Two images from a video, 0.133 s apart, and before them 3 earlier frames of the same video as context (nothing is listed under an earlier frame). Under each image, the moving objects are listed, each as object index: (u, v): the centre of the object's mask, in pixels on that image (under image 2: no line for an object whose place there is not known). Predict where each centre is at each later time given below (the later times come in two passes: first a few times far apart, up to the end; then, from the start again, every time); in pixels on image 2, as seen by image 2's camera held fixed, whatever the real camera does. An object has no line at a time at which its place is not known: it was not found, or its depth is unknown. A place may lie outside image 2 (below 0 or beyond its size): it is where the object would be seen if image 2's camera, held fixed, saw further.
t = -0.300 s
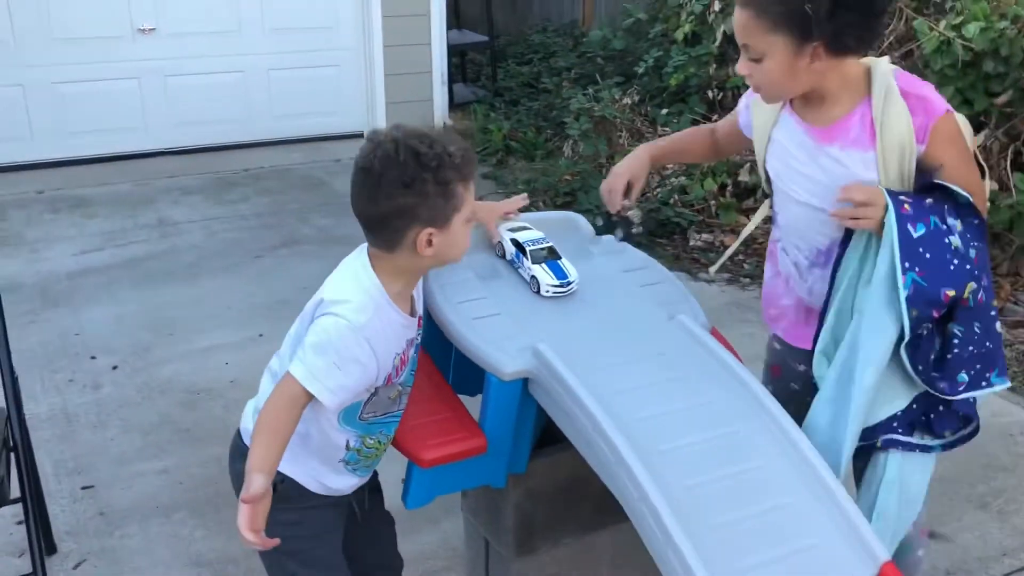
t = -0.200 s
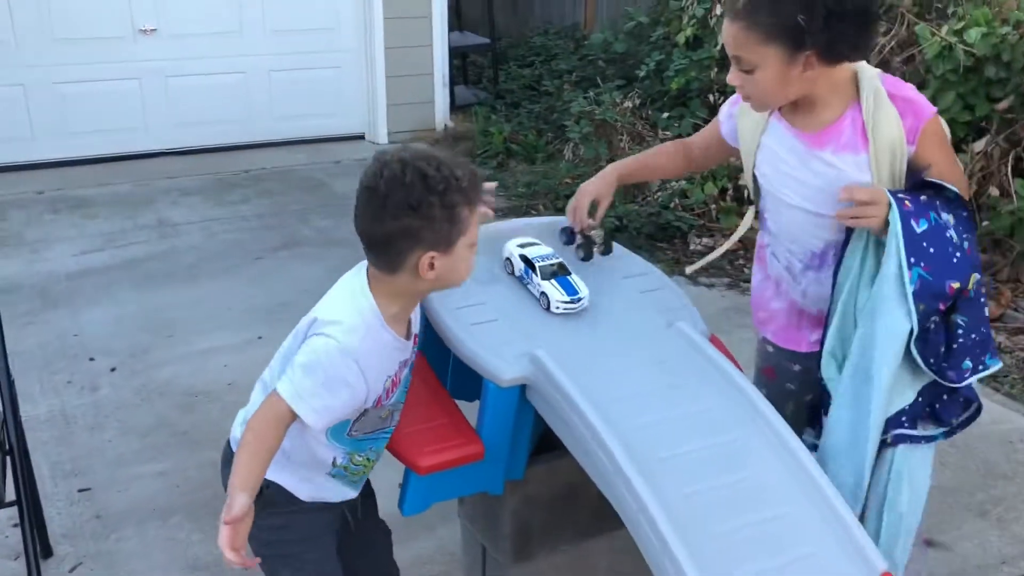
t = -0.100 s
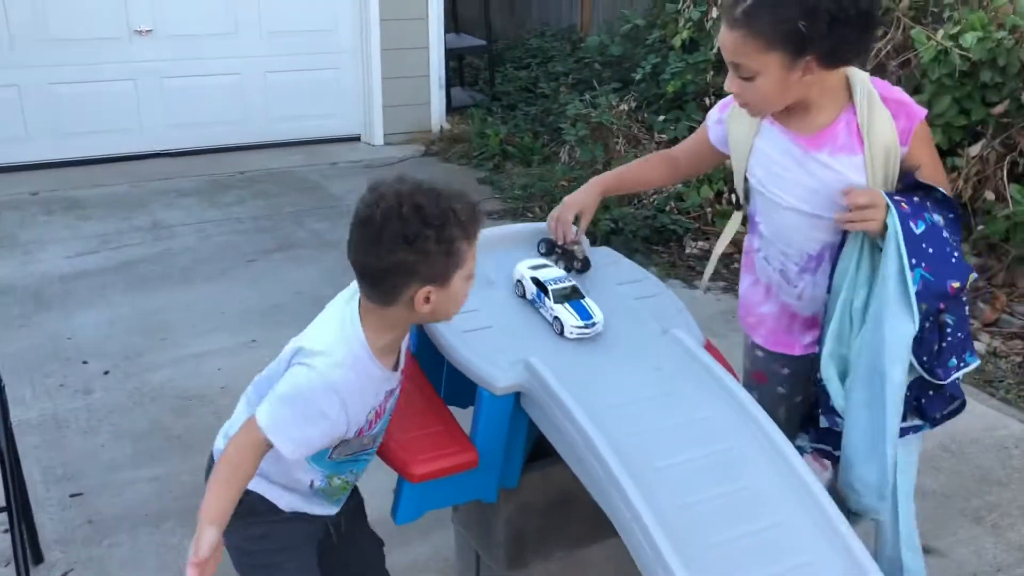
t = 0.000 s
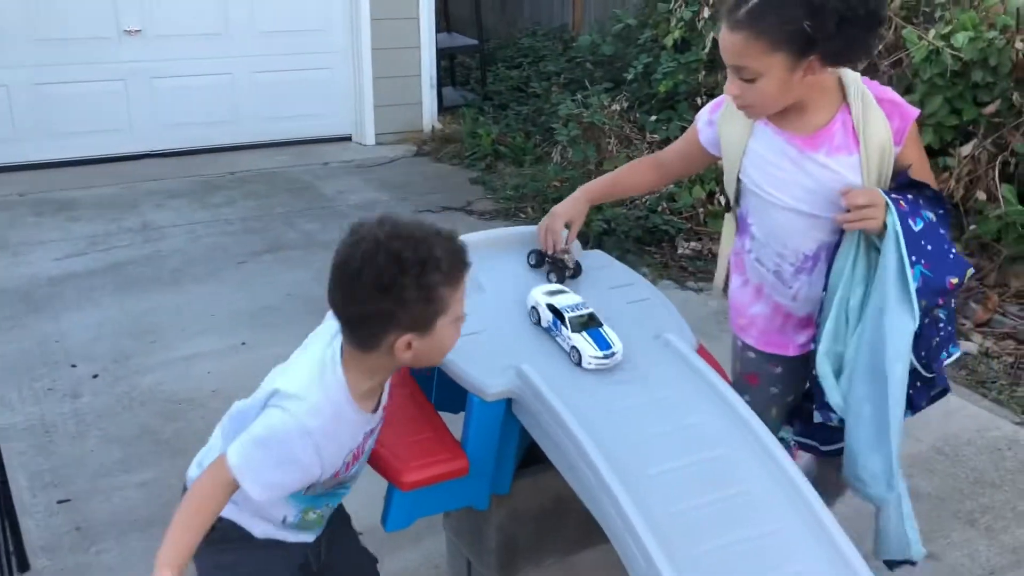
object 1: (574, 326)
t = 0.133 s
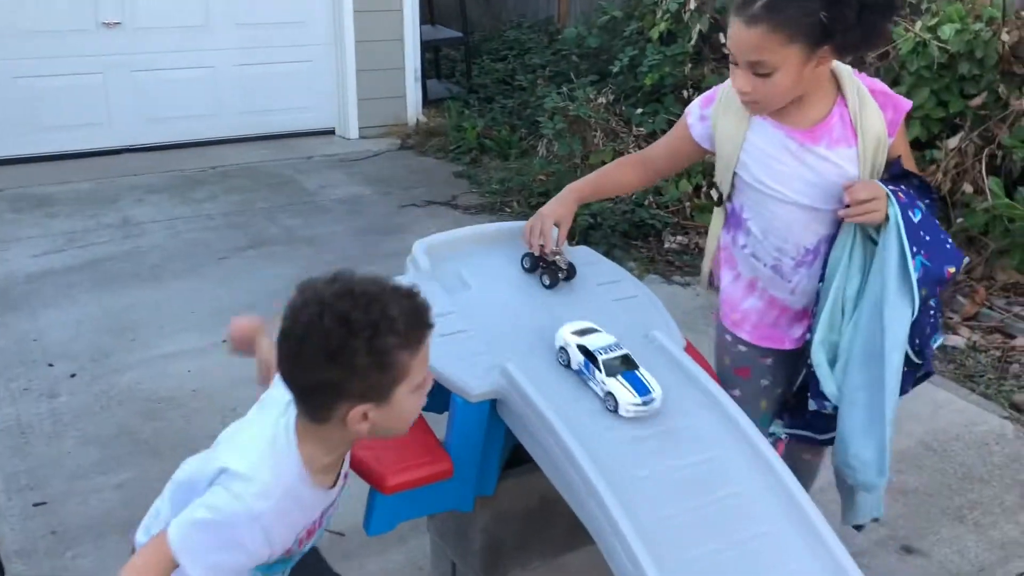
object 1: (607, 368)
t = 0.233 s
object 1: (655, 414)
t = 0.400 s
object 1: (763, 550)
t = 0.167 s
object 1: (622, 380)
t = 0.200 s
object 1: (638, 396)
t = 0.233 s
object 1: (655, 414)
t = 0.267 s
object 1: (673, 434)
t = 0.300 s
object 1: (692, 457)
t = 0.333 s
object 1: (714, 485)
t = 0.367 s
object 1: (738, 516)
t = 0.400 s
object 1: (763, 550)
